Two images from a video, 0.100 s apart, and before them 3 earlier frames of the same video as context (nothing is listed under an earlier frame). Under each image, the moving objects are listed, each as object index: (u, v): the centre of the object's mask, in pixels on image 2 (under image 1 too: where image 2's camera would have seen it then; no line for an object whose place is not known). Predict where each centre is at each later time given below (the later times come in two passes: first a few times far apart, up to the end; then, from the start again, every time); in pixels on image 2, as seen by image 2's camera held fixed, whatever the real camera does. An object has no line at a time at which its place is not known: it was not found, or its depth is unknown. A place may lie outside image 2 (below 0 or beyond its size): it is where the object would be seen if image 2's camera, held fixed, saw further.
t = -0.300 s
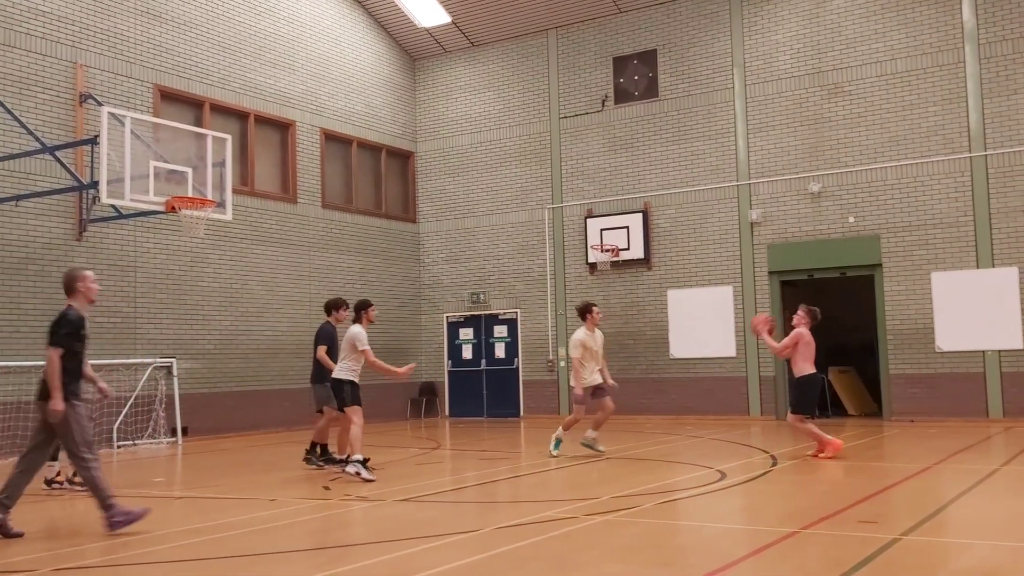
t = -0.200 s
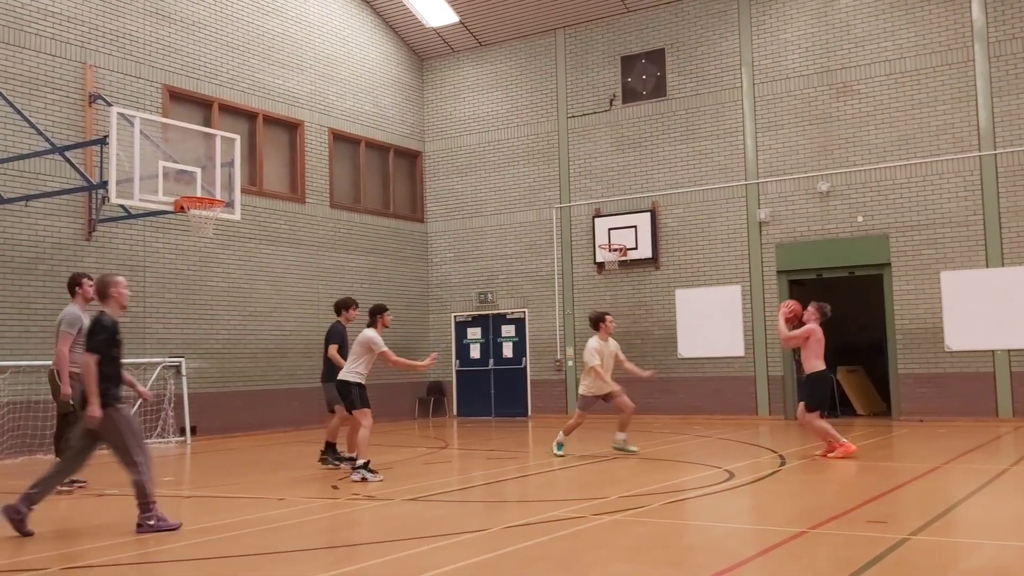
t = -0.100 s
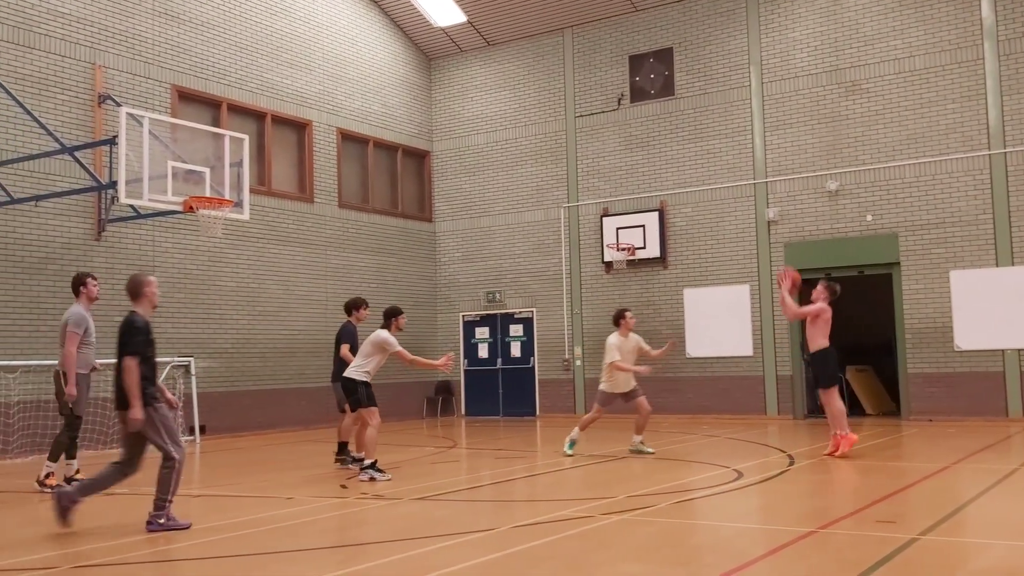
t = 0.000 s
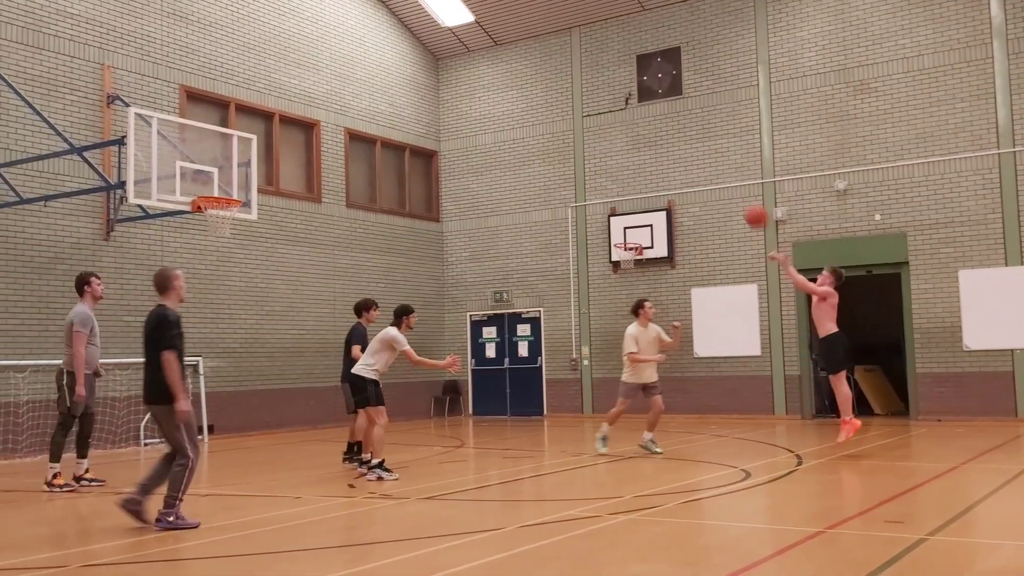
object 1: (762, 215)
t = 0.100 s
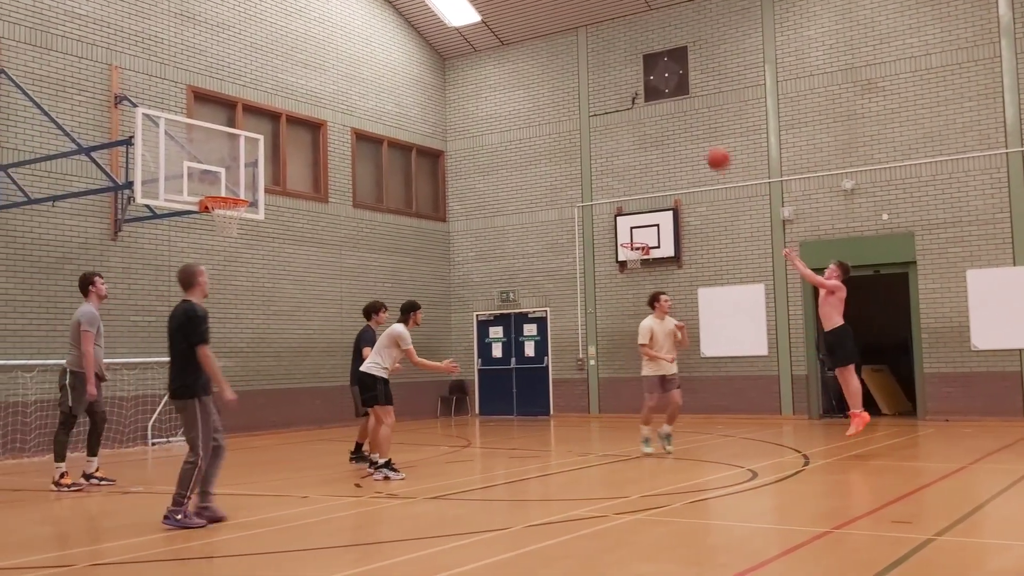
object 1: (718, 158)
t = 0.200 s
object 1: (675, 110)
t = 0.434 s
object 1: (580, 38)
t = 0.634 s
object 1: (503, 14)
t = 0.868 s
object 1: (417, 30)
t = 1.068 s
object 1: (346, 80)
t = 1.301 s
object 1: (265, 178)
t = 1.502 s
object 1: (195, 299)
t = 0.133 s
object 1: (704, 141)
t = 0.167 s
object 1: (690, 126)
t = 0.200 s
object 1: (675, 110)
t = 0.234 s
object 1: (660, 96)
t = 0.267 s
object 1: (649, 84)
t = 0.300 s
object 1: (634, 74)
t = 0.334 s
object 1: (620, 63)
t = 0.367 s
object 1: (607, 54)
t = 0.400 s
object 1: (593, 45)
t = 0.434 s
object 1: (580, 38)
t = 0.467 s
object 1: (567, 32)
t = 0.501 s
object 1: (554, 26)
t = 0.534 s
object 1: (542, 22)
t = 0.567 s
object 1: (529, 18)
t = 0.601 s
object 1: (516, 16)
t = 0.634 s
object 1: (503, 14)
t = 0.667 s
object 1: (490, 13)
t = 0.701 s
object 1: (480, 14)
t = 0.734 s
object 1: (466, 16)
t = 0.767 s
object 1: (453, 19)
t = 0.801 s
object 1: (440, 22)
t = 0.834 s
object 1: (429, 26)
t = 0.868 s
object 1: (417, 30)
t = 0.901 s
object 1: (406, 36)
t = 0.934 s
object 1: (393, 43)
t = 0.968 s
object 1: (381, 51)
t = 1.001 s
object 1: (370, 60)
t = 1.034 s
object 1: (358, 69)
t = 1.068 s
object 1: (346, 80)
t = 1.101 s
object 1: (335, 92)
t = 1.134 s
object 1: (323, 103)
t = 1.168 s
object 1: (312, 117)
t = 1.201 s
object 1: (299, 130)
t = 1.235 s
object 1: (288, 145)
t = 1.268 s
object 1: (276, 160)
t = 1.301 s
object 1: (265, 178)
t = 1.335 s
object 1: (253, 196)
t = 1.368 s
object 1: (241, 215)
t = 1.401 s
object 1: (229, 234)
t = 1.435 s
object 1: (218, 255)
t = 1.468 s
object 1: (206, 276)
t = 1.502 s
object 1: (195, 299)
